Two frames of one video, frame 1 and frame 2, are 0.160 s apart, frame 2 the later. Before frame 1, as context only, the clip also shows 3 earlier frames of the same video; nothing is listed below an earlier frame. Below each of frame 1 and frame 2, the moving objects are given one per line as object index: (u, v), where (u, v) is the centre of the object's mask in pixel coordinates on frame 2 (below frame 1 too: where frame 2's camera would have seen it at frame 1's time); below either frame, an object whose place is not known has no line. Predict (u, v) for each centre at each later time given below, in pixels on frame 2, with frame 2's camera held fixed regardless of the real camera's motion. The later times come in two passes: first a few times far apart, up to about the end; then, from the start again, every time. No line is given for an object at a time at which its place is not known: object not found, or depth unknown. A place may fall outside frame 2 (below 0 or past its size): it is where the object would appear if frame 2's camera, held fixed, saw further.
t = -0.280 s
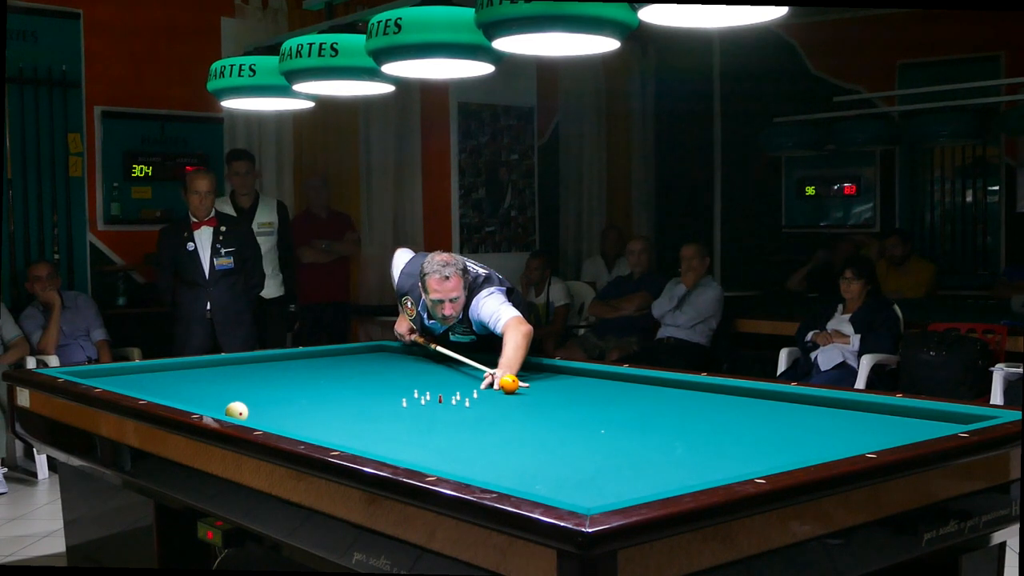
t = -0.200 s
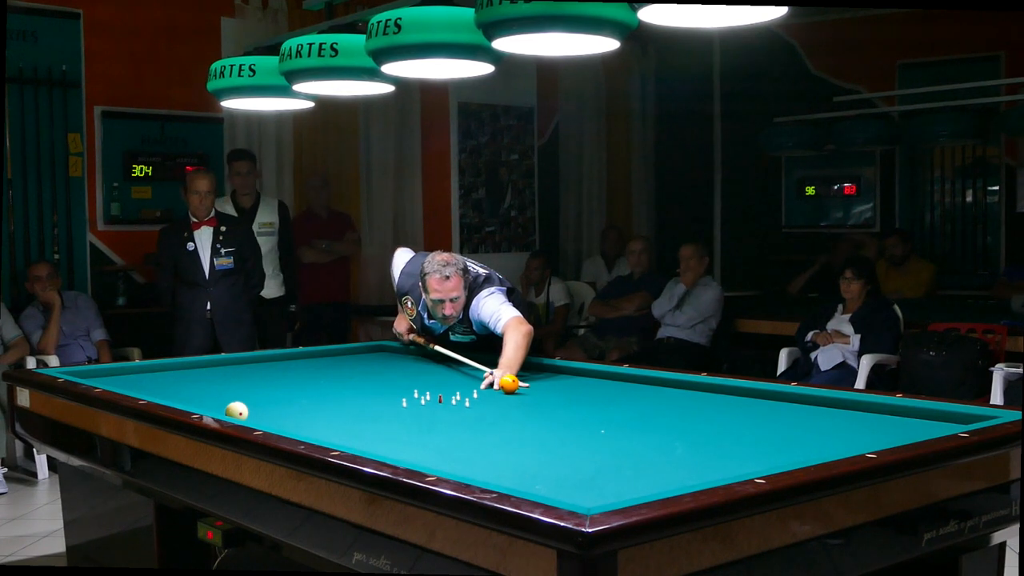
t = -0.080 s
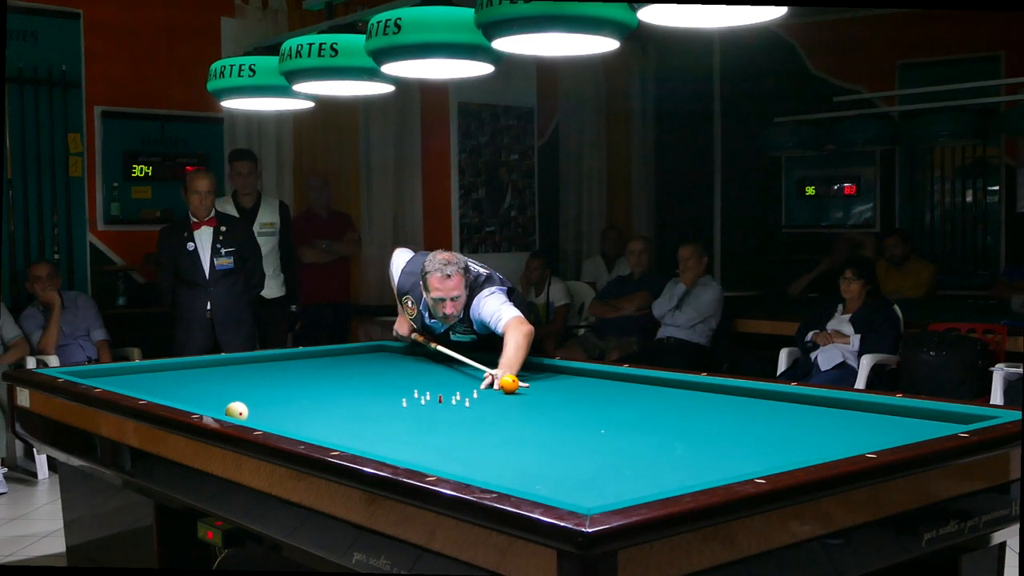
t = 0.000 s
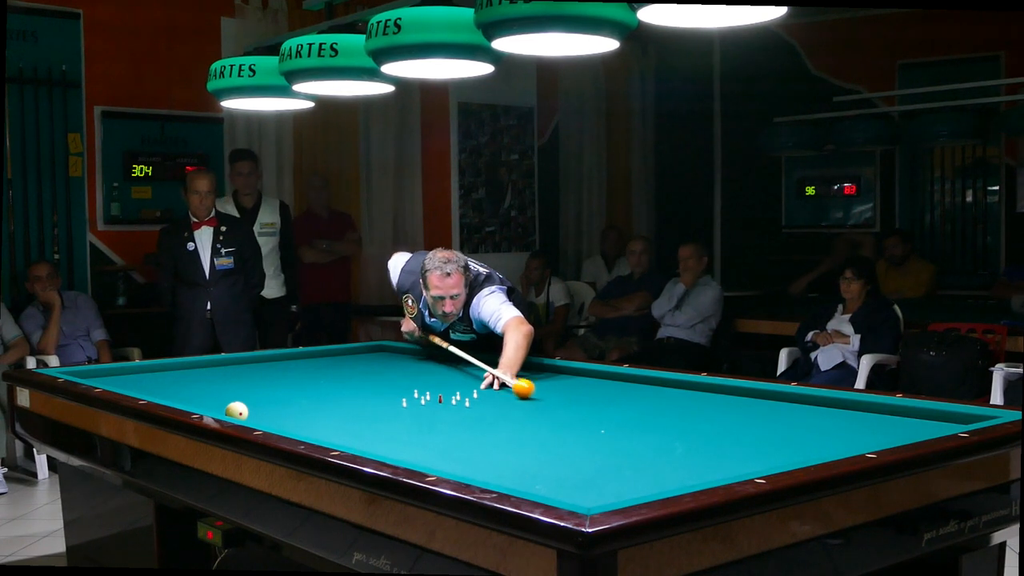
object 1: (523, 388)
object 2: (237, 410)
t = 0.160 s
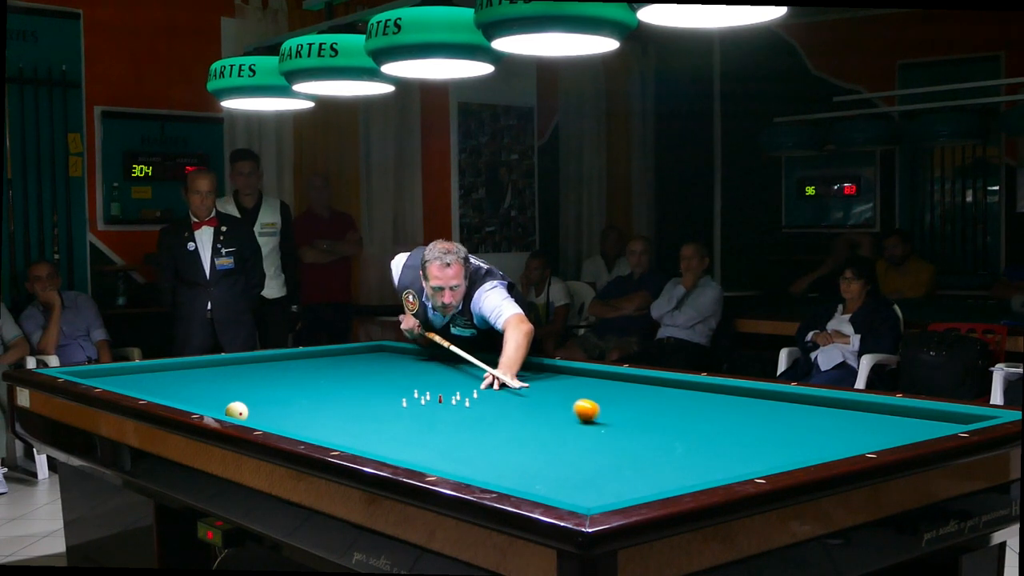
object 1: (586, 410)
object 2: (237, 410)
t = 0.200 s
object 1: (603, 416)
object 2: (237, 410)
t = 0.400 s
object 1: (715, 456)
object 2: (237, 410)
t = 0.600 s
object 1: (609, 455)
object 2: (237, 410)
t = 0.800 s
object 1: (449, 440)
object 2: (237, 410)
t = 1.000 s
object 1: (325, 429)
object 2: (237, 410)
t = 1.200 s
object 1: (266, 417)
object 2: (237, 410)
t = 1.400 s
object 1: (269, 405)
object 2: (217, 408)
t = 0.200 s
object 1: (603, 416)
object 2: (237, 410)
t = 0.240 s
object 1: (622, 423)
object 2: (237, 410)
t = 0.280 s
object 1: (643, 430)
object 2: (237, 410)
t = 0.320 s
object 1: (665, 438)
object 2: (237, 410)
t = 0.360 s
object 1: (689, 447)
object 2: (237, 410)
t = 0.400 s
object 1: (715, 456)
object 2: (237, 410)
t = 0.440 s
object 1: (743, 463)
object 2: (237, 410)
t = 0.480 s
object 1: (732, 465)
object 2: (237, 410)
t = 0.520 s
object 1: (688, 463)
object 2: (237, 410)
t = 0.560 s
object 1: (647, 459)
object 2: (237, 410)
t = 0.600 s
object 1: (609, 455)
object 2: (237, 410)
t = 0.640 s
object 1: (573, 451)
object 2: (237, 410)
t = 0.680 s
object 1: (539, 448)
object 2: (237, 410)
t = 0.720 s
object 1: (507, 445)
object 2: (237, 410)
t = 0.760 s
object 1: (477, 442)
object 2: (237, 410)
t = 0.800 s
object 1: (449, 440)
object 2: (237, 410)
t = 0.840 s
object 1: (421, 437)
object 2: (237, 410)
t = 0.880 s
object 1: (395, 435)
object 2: (237, 410)
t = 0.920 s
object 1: (371, 433)
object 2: (237, 410)
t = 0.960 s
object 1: (347, 432)
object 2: (237, 410)
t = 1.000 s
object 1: (325, 429)
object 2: (237, 410)
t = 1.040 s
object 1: (303, 426)
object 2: (237, 410)
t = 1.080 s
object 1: (282, 423)
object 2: (237, 410)
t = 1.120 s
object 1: (271, 421)
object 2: (237, 410)
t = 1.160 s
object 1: (269, 419)
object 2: (237, 410)
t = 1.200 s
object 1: (266, 417)
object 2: (237, 410)
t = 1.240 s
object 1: (262, 414)
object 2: (237, 410)
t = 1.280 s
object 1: (259, 412)
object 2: (236, 410)
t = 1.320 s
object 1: (262, 410)
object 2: (230, 410)
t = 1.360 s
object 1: (266, 407)
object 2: (223, 409)
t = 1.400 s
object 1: (269, 405)
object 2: (217, 408)
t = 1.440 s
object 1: (272, 403)
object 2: (219, 408)
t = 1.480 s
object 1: (274, 400)
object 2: (220, 408)
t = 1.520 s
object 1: (277, 398)
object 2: (221, 408)
